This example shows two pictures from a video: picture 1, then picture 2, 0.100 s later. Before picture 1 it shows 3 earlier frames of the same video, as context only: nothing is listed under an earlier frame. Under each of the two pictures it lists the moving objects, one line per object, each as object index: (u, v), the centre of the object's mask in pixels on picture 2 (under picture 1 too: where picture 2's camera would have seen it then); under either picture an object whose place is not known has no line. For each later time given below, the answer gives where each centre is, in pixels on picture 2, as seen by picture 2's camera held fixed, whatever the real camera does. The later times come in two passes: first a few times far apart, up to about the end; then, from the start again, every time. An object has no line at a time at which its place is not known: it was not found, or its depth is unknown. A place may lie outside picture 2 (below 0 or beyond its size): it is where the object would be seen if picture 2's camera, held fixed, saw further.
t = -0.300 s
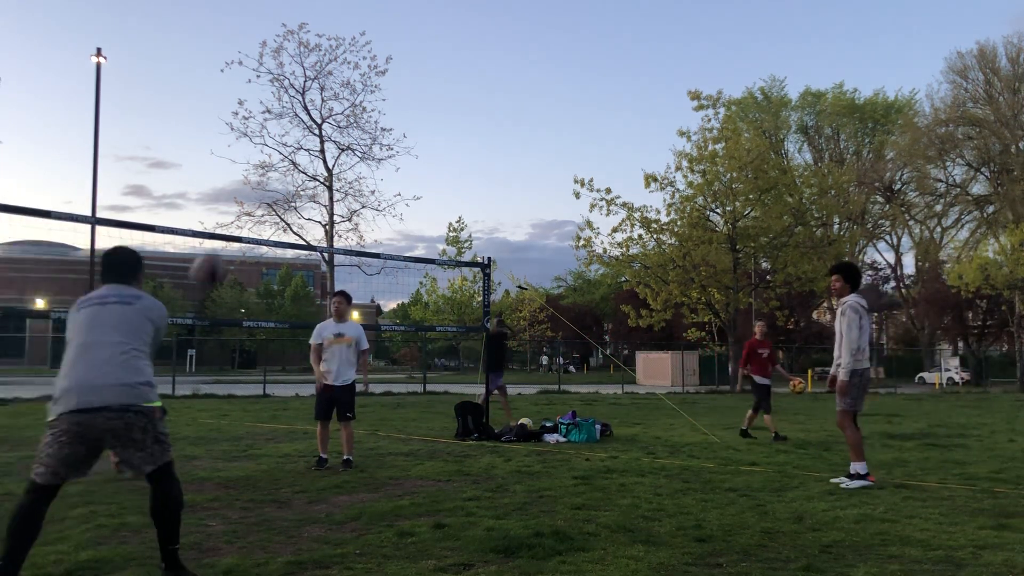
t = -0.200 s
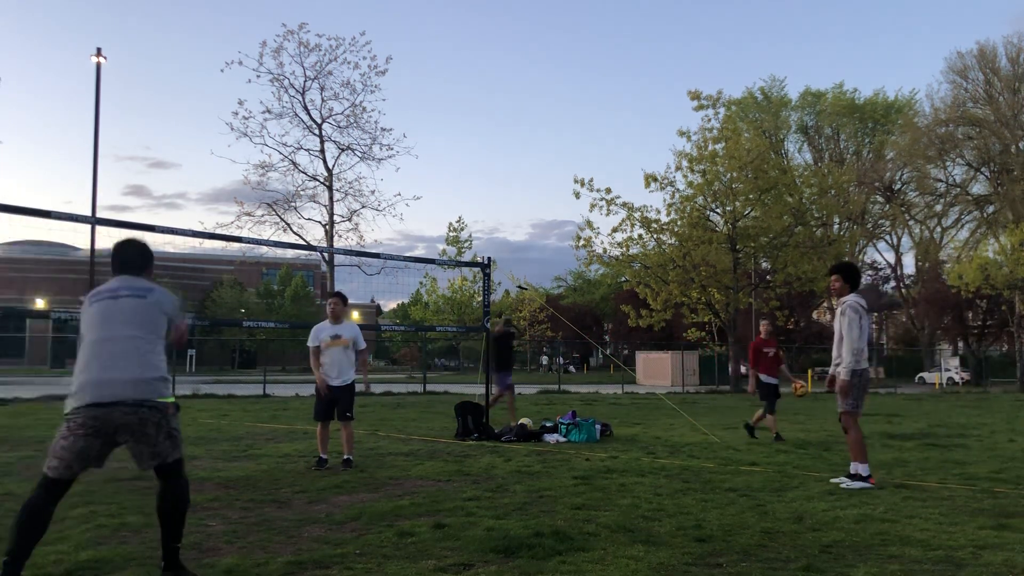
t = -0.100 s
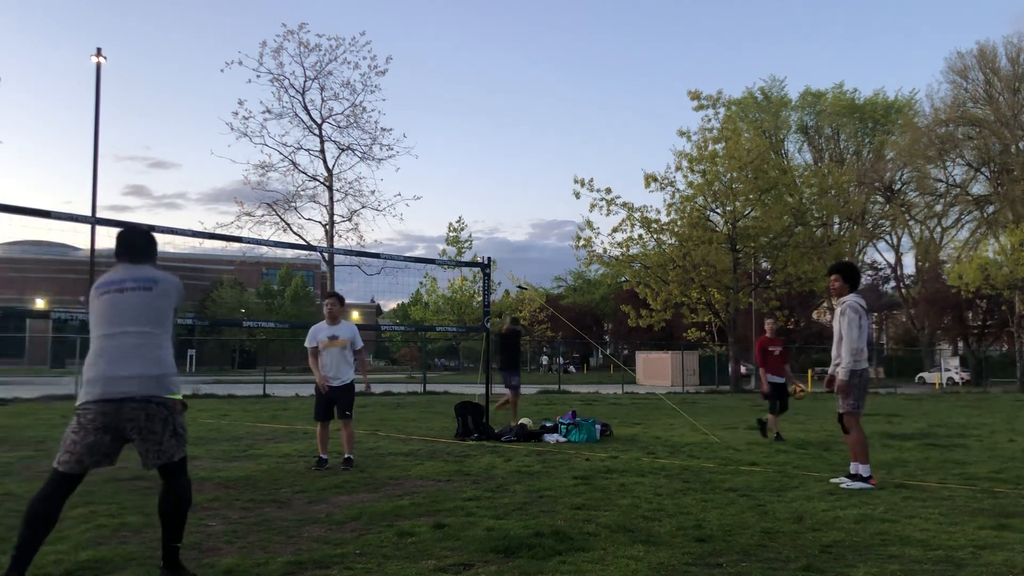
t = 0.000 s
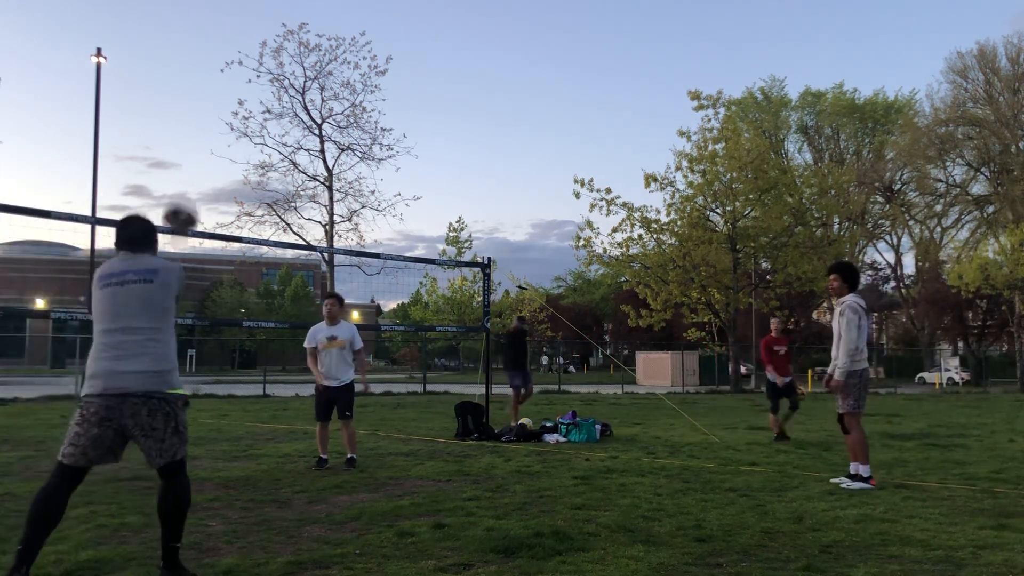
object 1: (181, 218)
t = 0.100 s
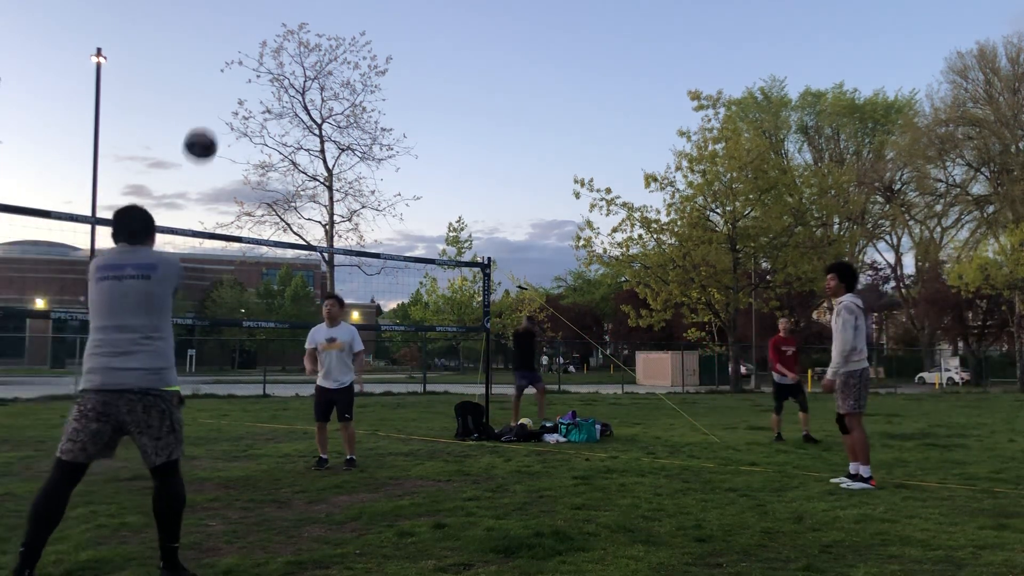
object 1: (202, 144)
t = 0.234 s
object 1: (223, 109)
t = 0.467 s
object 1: (247, 107)
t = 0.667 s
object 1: (258, 155)
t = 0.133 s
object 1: (206, 132)
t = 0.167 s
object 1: (211, 123)
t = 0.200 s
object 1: (218, 115)
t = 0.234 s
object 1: (223, 109)
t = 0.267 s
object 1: (228, 104)
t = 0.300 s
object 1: (232, 101)
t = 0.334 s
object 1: (236, 100)
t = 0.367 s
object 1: (238, 101)
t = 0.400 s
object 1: (240, 102)
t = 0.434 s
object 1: (244, 103)
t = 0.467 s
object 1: (247, 107)
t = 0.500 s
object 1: (249, 110)
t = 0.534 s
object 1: (251, 118)
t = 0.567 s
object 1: (253, 126)
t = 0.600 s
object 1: (255, 135)
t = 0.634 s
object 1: (258, 144)
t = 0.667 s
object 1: (258, 155)
